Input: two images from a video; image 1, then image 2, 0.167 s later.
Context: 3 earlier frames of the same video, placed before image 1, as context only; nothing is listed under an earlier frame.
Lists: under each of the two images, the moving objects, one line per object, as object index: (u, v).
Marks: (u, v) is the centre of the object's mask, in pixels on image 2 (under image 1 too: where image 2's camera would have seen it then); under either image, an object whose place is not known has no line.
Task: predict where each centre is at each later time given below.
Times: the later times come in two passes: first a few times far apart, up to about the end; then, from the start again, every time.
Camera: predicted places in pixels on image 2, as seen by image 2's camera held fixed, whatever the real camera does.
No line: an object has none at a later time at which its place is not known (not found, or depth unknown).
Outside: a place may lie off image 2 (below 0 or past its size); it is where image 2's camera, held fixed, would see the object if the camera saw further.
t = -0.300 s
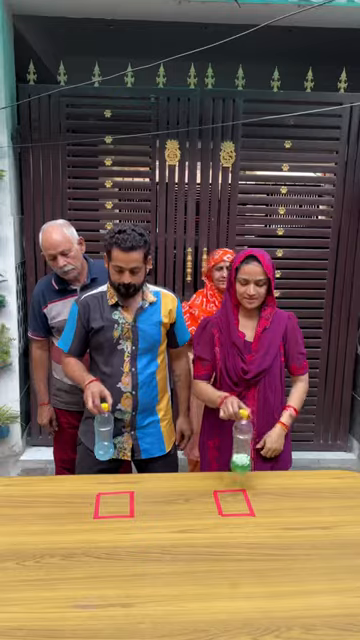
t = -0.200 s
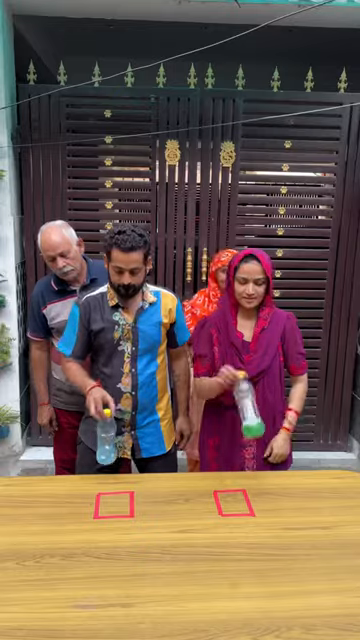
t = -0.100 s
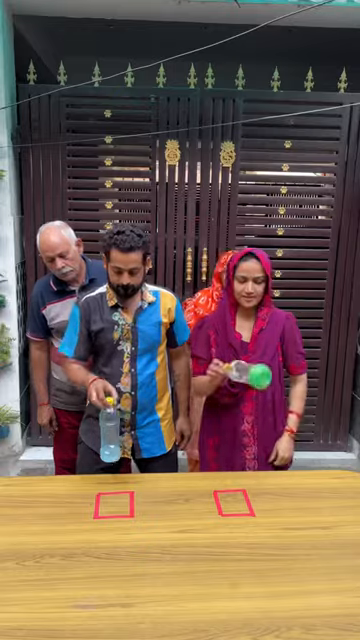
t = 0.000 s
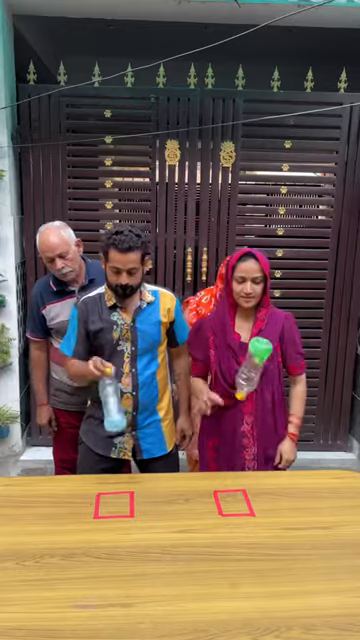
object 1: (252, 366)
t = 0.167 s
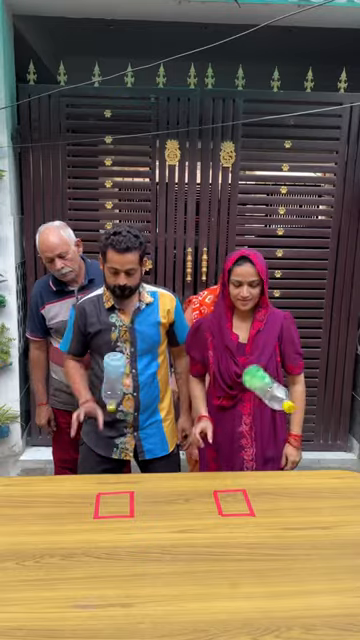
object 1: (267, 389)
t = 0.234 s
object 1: (266, 413)
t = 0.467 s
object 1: (245, 497)
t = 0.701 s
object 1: (222, 508)
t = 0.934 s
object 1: (211, 512)
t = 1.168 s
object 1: (204, 516)
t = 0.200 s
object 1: (267, 399)
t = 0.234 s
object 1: (266, 413)
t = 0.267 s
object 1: (264, 430)
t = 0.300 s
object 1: (261, 450)
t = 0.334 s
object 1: (257, 478)
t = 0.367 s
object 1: (252, 495)
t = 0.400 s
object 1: (248, 496)
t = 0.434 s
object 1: (247, 496)
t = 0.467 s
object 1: (245, 497)
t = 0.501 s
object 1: (243, 497)
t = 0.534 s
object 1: (241, 498)
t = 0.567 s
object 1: (238, 498)
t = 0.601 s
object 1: (234, 499)
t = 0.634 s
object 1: (230, 500)
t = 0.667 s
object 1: (226, 503)
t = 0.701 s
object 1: (222, 508)
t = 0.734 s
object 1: (219, 509)
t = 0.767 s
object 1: (216, 509)
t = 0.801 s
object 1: (215, 510)
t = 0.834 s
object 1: (214, 510)
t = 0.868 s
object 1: (213, 511)
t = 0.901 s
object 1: (212, 511)
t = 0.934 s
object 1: (211, 512)
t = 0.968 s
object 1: (210, 512)
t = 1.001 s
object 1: (209, 513)
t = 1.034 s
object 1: (208, 513)
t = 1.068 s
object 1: (207, 514)
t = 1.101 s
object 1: (206, 515)
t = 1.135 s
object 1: (205, 515)
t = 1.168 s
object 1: (204, 516)
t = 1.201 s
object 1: (203, 516)
